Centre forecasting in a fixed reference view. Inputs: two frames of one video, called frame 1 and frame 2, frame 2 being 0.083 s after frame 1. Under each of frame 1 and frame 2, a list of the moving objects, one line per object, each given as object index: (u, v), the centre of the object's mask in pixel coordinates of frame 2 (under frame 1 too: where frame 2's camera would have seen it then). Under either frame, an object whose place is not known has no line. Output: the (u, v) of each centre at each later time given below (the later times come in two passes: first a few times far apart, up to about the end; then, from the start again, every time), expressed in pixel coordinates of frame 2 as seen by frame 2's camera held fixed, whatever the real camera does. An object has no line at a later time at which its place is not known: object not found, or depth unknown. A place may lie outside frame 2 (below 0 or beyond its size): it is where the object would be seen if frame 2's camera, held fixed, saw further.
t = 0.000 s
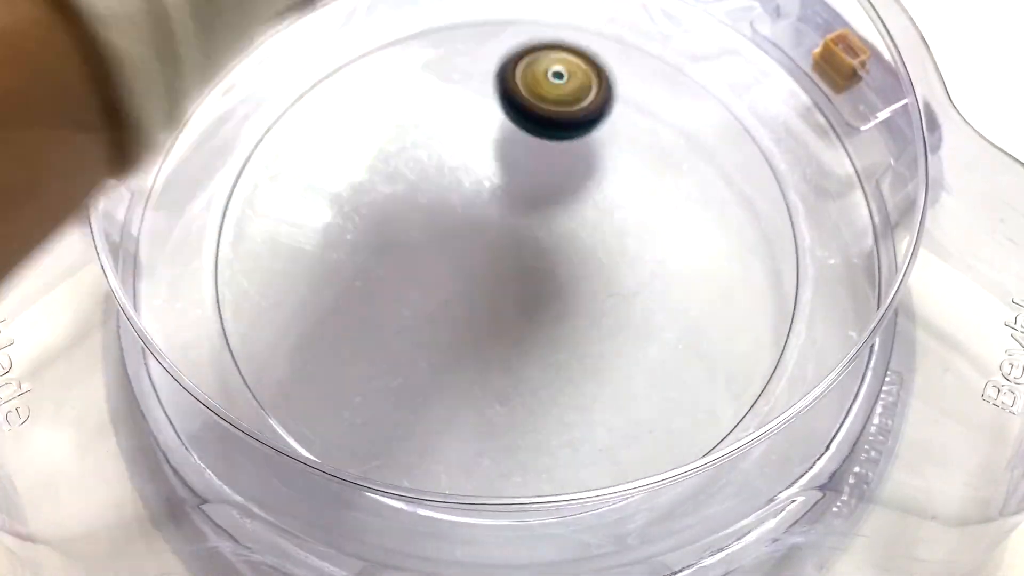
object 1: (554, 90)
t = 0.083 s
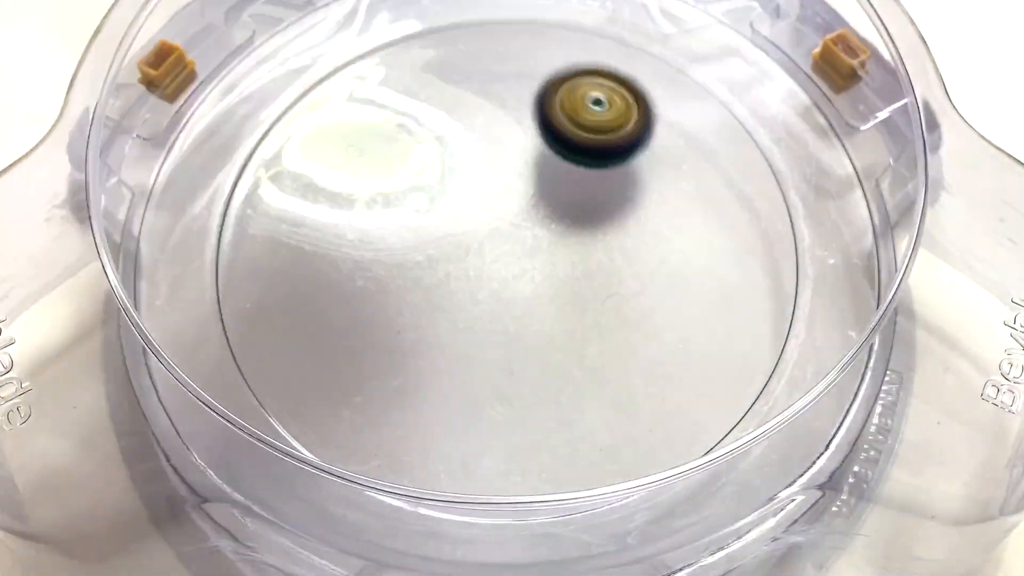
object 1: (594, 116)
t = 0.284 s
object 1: (742, 345)
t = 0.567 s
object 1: (408, 478)
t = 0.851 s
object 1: (375, 235)
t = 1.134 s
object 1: (602, 141)
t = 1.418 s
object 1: (783, 311)
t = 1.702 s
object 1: (546, 378)
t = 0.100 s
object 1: (605, 125)
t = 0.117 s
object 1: (617, 137)
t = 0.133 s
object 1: (629, 151)
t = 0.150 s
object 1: (642, 167)
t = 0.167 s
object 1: (656, 183)
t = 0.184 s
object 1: (669, 200)
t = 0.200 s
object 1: (684, 219)
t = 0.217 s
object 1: (697, 241)
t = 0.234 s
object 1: (710, 266)
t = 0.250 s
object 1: (722, 290)
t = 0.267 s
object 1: (734, 317)
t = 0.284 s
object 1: (742, 345)
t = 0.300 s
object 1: (744, 369)
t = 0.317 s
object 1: (743, 396)
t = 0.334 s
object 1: (732, 419)
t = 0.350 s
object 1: (718, 444)
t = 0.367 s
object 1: (701, 471)
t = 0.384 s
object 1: (681, 487)
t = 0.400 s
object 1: (657, 498)
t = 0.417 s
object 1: (626, 503)
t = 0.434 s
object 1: (596, 509)
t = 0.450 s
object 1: (567, 511)
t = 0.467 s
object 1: (538, 512)
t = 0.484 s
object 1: (512, 512)
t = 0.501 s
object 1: (486, 507)
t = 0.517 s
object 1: (464, 495)
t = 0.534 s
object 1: (444, 493)
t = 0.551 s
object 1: (425, 486)
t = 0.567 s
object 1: (408, 478)
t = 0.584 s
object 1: (392, 466)
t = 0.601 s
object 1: (378, 450)
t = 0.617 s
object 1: (370, 428)
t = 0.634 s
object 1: (356, 418)
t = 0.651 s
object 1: (346, 408)
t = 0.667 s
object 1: (338, 394)
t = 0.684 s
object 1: (334, 377)
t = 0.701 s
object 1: (331, 360)
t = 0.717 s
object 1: (330, 346)
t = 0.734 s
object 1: (331, 330)
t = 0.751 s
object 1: (333, 315)
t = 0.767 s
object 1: (337, 299)
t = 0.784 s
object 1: (342, 284)
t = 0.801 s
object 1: (349, 271)
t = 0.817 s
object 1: (357, 258)
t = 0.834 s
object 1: (365, 246)
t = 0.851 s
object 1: (375, 235)
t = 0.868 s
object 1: (385, 223)
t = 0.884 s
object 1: (396, 212)
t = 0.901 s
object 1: (407, 202)
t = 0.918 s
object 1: (418, 193)
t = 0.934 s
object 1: (430, 185)
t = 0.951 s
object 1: (443, 177)
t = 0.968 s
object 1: (456, 169)
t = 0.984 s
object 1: (468, 163)
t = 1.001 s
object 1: (482, 157)
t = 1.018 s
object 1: (495, 152)
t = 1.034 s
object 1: (509, 148)
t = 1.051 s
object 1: (525, 144)
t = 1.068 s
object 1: (539, 142)
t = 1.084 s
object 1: (554, 141)
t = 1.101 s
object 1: (570, 140)
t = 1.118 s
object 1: (586, 140)
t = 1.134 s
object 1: (602, 141)
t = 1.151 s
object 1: (618, 143)
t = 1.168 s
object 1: (633, 146)
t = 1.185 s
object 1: (648, 150)
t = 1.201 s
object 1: (664, 156)
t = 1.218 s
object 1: (679, 161)
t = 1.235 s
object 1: (693, 169)
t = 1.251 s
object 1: (708, 177)
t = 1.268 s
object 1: (720, 186)
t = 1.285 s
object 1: (733, 197)
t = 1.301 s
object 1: (744, 208)
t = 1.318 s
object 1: (755, 221)
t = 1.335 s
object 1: (763, 234)
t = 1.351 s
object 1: (772, 249)
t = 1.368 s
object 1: (777, 263)
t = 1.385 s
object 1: (781, 279)
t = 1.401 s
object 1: (784, 295)
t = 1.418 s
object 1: (783, 311)
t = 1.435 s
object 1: (775, 326)
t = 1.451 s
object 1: (763, 340)
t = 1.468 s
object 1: (750, 352)
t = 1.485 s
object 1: (735, 362)
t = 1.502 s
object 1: (721, 371)
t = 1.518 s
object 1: (707, 379)
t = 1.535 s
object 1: (690, 384)
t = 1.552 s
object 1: (675, 390)
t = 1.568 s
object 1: (659, 393)
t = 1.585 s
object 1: (644, 395)
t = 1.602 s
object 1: (628, 395)
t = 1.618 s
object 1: (613, 395)
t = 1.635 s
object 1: (598, 393)
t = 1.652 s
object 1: (584, 391)
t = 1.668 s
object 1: (570, 387)
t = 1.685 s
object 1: (558, 383)
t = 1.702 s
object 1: (546, 378)
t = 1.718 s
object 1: (535, 373)
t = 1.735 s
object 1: (525, 367)
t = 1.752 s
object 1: (517, 360)
